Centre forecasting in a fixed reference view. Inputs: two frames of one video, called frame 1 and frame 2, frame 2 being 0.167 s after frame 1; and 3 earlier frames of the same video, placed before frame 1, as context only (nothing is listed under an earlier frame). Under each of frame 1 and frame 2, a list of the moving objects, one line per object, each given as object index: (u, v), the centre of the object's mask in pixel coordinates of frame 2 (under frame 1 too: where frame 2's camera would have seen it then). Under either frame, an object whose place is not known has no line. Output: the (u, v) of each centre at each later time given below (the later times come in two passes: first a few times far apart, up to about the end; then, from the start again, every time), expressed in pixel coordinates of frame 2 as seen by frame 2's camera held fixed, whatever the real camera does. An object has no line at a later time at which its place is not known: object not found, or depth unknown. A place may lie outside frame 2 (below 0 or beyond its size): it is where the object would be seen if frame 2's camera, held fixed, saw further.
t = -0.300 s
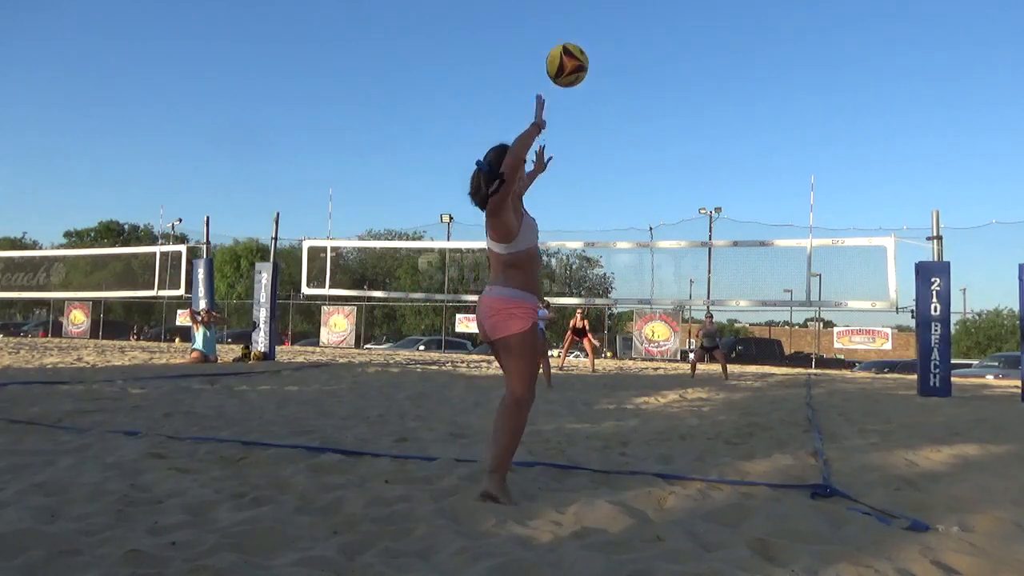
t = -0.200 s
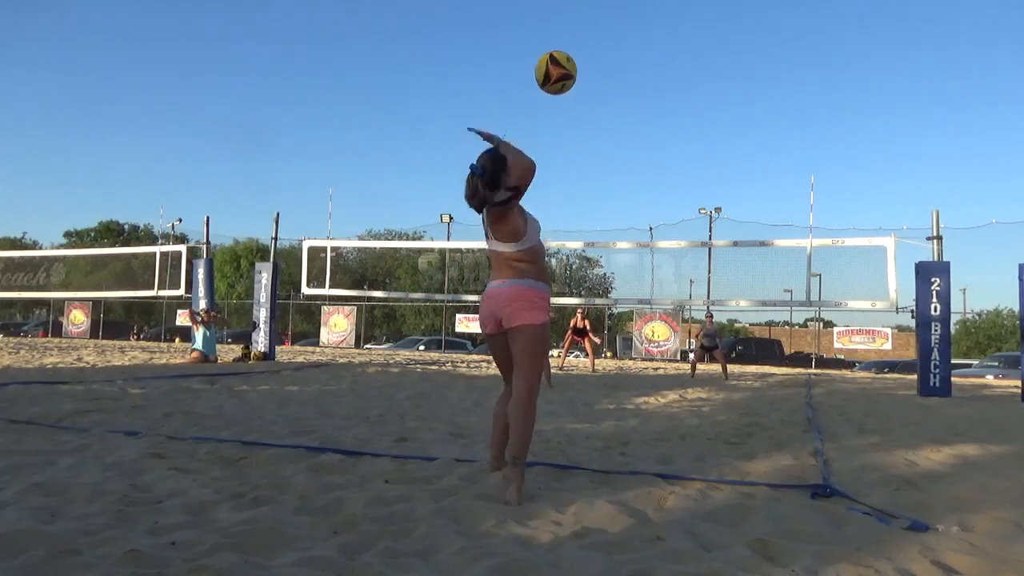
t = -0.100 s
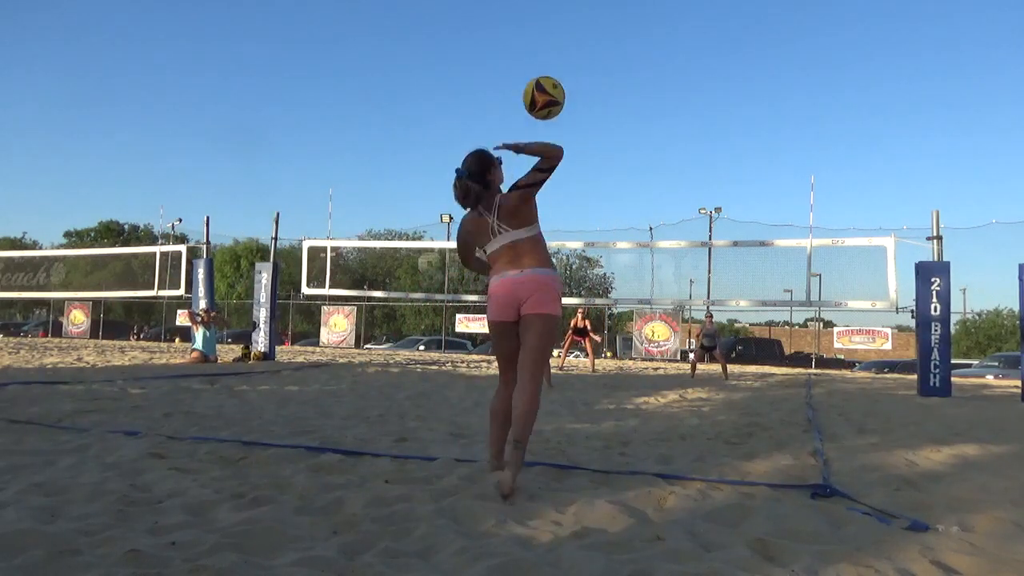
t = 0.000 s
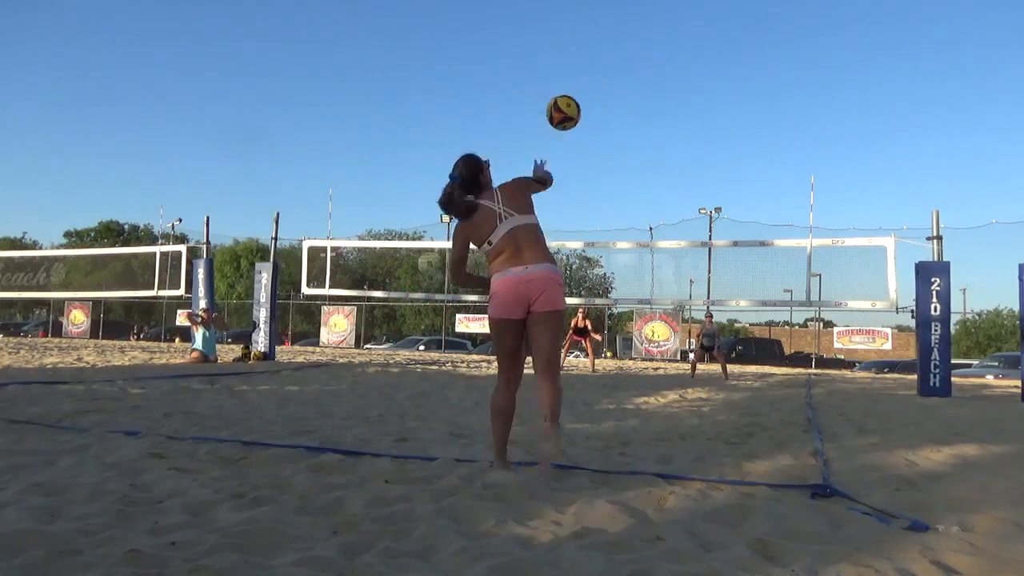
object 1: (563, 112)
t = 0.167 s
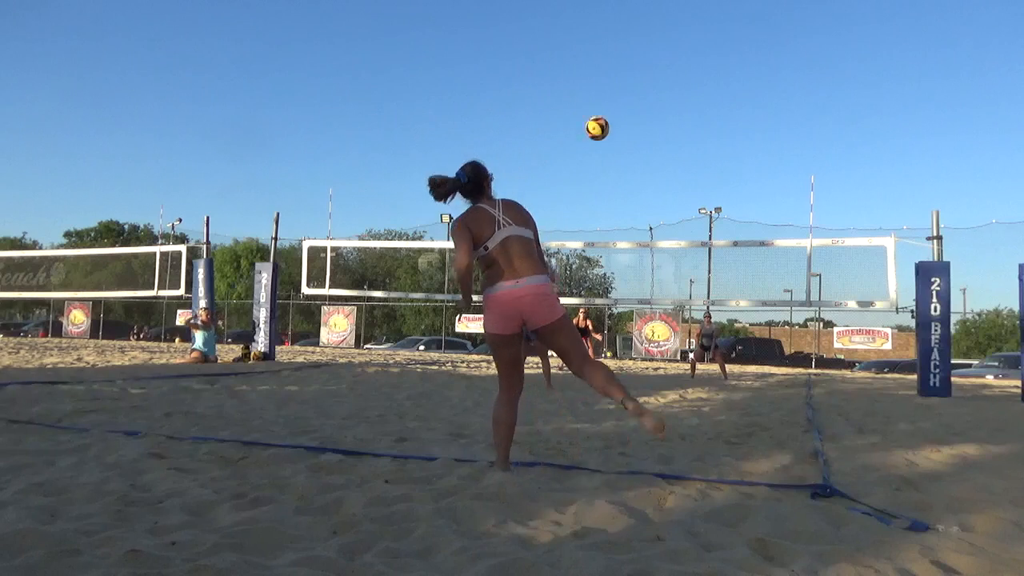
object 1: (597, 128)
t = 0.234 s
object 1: (603, 139)
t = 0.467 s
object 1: (621, 183)
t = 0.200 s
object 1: (600, 133)
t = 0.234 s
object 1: (603, 139)
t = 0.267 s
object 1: (605, 145)
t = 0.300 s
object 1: (608, 151)
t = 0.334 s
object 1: (611, 157)
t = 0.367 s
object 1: (614, 164)
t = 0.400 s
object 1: (616, 170)
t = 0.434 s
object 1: (619, 176)
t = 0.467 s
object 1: (621, 183)
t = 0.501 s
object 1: (623, 190)
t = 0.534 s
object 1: (625, 197)
